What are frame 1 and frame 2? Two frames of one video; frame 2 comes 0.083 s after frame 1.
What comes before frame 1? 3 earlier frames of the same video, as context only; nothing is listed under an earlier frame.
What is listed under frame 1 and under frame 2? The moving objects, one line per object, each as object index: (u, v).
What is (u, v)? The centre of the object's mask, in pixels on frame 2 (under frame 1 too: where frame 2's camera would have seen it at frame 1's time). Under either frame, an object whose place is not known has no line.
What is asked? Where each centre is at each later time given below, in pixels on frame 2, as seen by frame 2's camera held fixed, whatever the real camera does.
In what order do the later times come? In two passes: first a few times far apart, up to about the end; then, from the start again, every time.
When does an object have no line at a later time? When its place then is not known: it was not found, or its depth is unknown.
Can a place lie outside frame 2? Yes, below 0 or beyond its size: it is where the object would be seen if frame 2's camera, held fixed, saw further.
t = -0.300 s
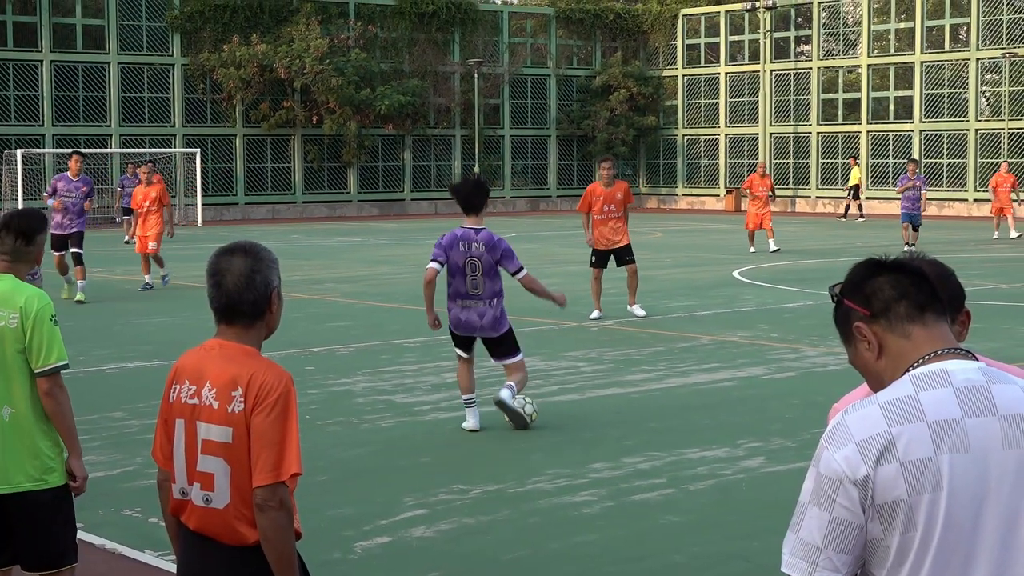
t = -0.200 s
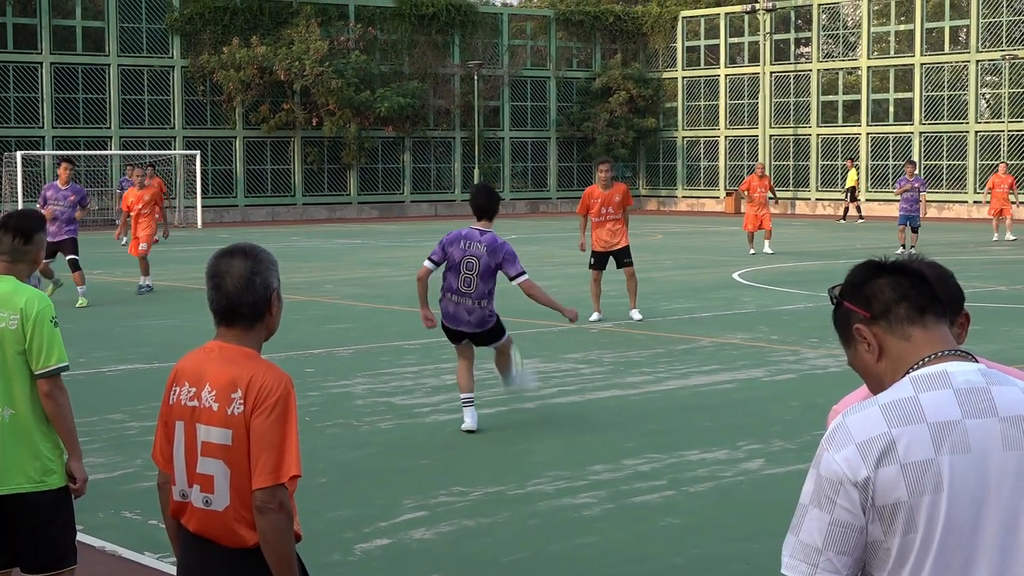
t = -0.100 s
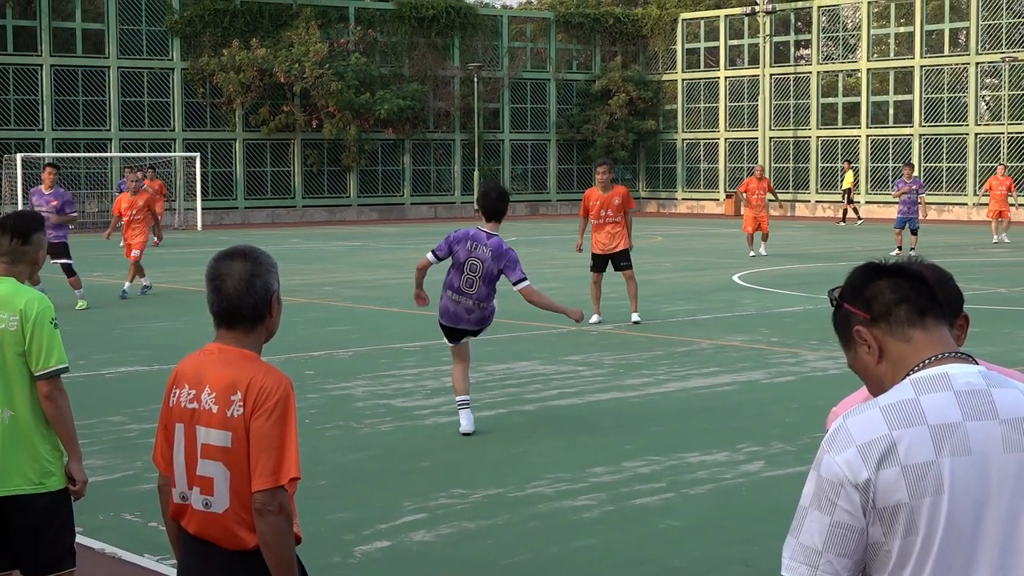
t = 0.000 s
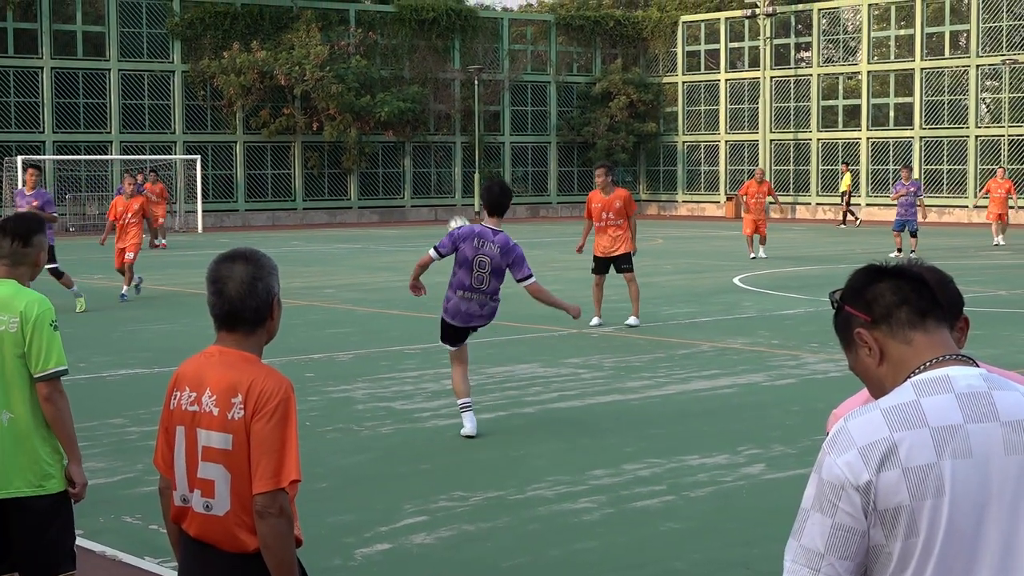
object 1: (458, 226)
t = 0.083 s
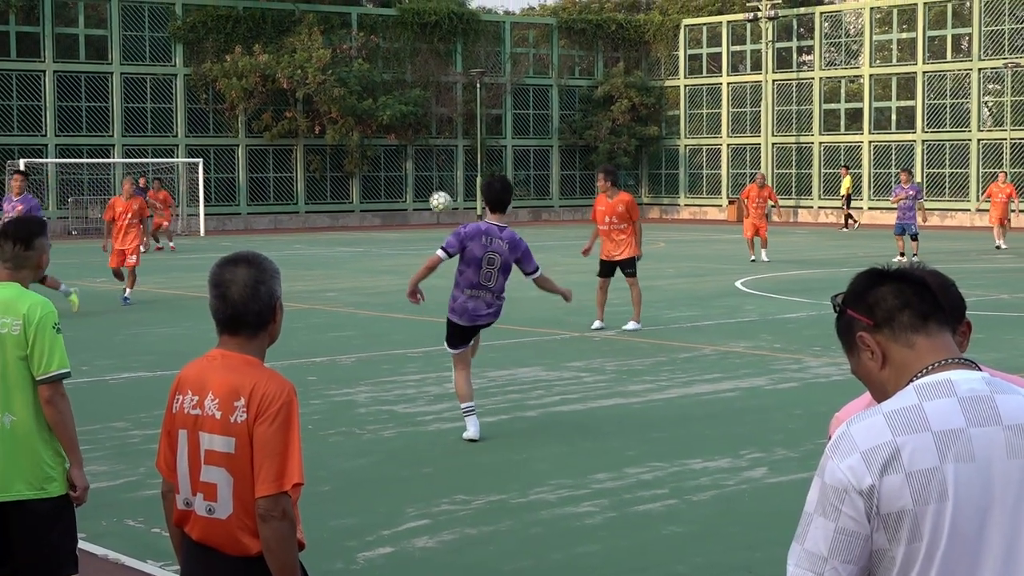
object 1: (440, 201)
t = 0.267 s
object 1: (399, 170)
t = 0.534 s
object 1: (338, 173)
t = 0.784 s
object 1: (275, 215)
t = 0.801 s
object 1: (272, 220)
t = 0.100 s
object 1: (436, 197)
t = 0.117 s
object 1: (433, 193)
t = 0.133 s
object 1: (429, 190)
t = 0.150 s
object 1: (425, 186)
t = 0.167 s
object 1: (421, 183)
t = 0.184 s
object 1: (418, 180)
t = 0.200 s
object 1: (414, 177)
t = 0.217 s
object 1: (410, 175)
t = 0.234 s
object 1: (406, 174)
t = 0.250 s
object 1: (402, 171)
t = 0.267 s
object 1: (399, 170)
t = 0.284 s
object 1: (395, 169)
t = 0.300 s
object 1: (391, 168)
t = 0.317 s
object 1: (388, 167)
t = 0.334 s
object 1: (384, 166)
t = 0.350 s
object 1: (381, 165)
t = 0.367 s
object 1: (378, 165)
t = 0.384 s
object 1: (374, 165)
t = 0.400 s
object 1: (370, 165)
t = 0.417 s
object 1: (367, 164)
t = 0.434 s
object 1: (363, 164)
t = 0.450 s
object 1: (359, 164)
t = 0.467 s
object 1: (355, 166)
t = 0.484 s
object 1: (351, 168)
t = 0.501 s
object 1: (346, 169)
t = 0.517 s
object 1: (342, 171)
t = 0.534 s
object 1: (338, 173)
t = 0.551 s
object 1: (334, 175)
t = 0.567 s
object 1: (330, 177)
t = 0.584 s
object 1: (326, 179)
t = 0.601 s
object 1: (321, 182)
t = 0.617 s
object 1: (317, 184)
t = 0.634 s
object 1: (313, 187)
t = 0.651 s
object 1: (308, 189)
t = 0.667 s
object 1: (304, 191)
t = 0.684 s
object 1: (301, 194)
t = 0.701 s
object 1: (297, 198)
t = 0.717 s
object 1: (292, 201)
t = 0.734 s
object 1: (288, 205)
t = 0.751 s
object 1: (284, 208)
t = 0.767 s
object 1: (280, 213)
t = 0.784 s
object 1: (275, 215)
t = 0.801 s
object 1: (272, 220)
